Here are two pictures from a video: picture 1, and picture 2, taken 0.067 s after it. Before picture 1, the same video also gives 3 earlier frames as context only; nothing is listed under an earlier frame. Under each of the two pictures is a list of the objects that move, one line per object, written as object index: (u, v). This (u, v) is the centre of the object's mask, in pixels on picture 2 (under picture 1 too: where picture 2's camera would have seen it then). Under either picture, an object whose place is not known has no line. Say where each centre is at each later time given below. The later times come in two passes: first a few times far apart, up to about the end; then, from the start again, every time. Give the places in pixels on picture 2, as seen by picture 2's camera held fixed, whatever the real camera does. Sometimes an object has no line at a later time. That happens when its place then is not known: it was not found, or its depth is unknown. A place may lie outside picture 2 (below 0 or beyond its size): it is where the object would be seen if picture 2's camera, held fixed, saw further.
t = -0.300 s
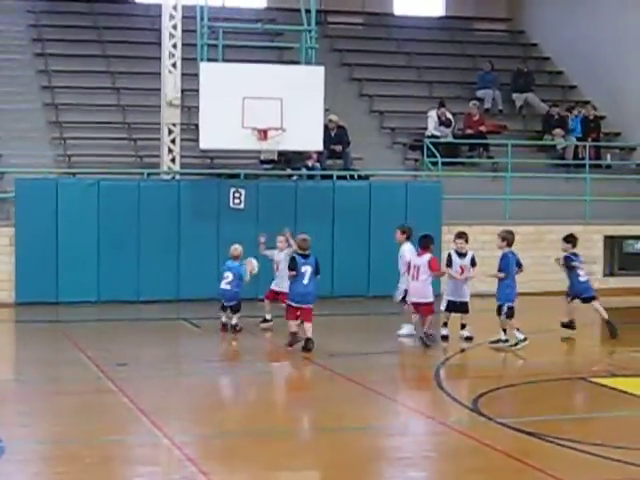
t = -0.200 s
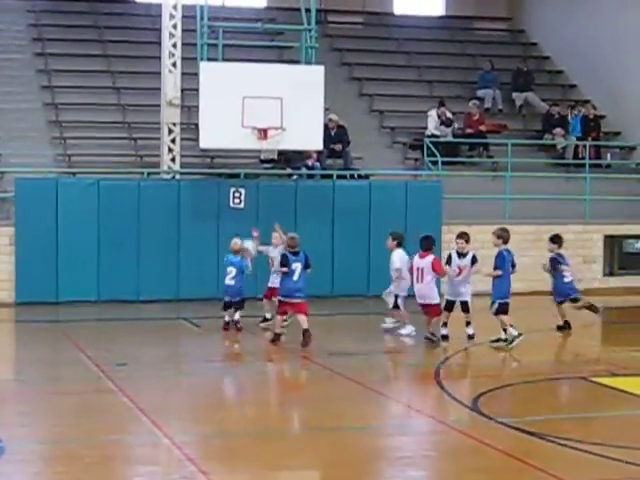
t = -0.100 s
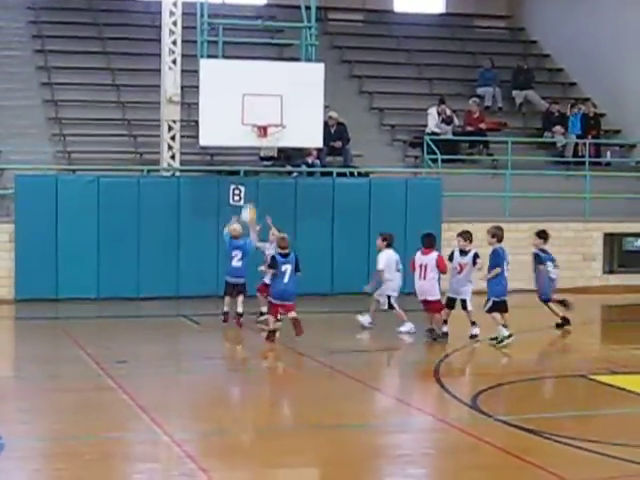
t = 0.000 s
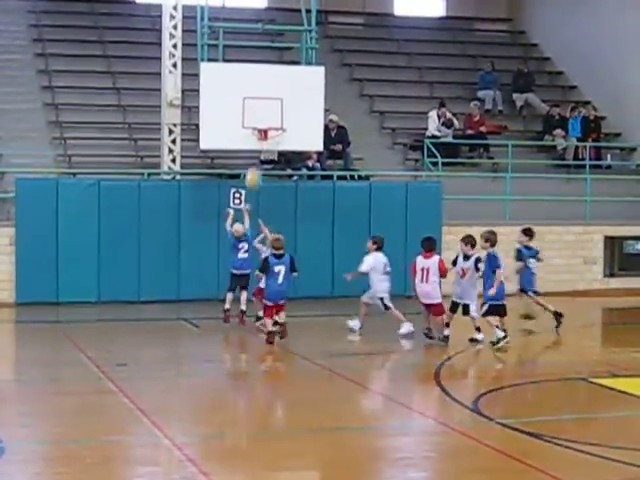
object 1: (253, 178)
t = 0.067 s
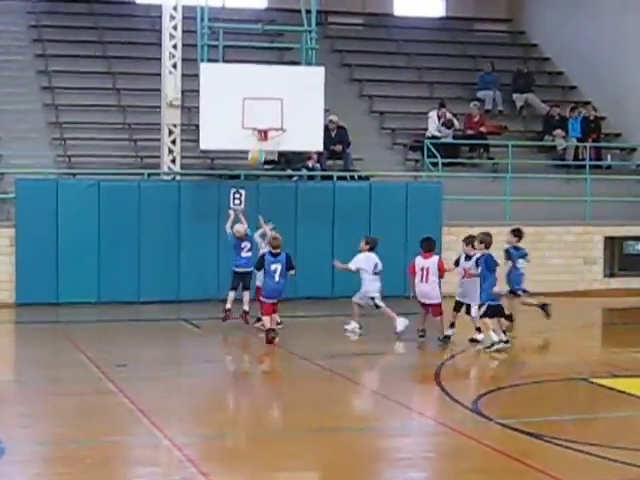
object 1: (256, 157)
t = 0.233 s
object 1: (262, 117)
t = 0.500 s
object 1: (271, 100)
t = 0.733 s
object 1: (274, 127)
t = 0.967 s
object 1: (243, 118)
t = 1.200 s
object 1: (215, 136)
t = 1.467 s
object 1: (182, 201)
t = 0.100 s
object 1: (258, 147)
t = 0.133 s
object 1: (258, 137)
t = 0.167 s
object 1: (260, 132)
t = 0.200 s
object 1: (261, 124)
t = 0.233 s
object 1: (262, 117)
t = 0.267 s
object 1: (263, 112)
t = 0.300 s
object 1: (265, 107)
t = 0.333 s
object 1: (266, 105)
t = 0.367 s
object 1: (267, 102)
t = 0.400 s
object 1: (268, 100)
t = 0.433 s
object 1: (269, 99)
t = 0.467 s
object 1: (269, 99)
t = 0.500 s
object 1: (271, 100)
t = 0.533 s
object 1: (272, 101)
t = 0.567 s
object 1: (272, 104)
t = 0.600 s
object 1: (272, 107)
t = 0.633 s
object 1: (273, 111)
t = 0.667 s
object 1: (274, 116)
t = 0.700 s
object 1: (273, 122)
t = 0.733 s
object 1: (274, 127)
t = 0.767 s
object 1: (272, 127)
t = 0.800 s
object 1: (265, 123)
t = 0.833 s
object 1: (262, 120)
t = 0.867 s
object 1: (256, 121)
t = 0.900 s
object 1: (251, 122)
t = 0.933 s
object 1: (247, 119)
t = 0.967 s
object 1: (243, 118)
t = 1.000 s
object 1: (240, 119)
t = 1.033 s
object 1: (235, 119)
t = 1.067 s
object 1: (231, 121)
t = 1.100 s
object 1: (227, 124)
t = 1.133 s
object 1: (222, 128)
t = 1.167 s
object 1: (219, 132)
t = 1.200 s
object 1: (215, 136)
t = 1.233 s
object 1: (210, 141)
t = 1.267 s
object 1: (205, 147)
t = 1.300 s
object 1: (202, 155)
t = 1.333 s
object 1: (198, 161)
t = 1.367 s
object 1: (194, 169)
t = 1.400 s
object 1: (189, 180)
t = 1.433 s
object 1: (185, 190)
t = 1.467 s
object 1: (182, 201)
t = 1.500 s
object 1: (178, 213)
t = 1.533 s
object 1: (173, 225)
